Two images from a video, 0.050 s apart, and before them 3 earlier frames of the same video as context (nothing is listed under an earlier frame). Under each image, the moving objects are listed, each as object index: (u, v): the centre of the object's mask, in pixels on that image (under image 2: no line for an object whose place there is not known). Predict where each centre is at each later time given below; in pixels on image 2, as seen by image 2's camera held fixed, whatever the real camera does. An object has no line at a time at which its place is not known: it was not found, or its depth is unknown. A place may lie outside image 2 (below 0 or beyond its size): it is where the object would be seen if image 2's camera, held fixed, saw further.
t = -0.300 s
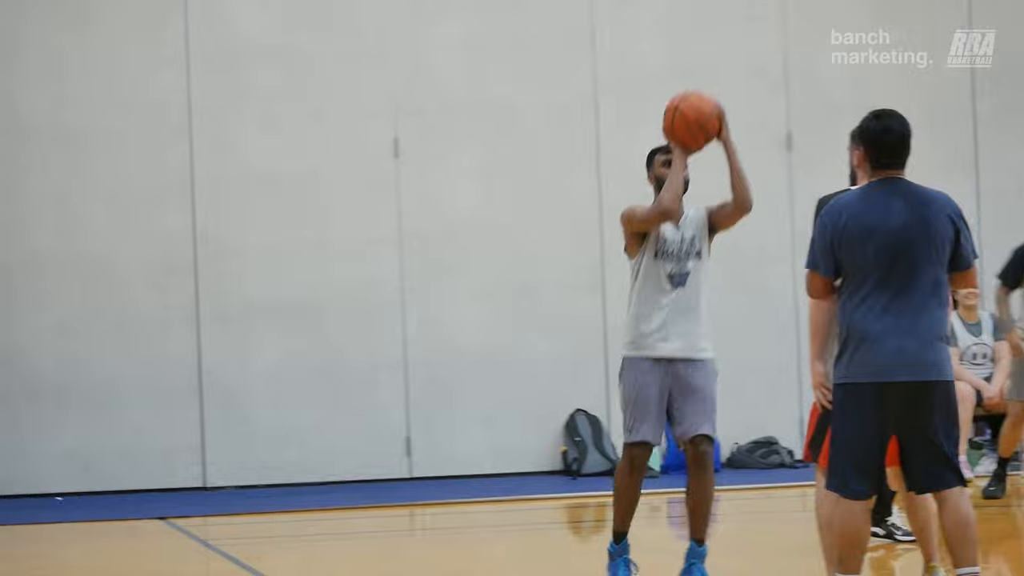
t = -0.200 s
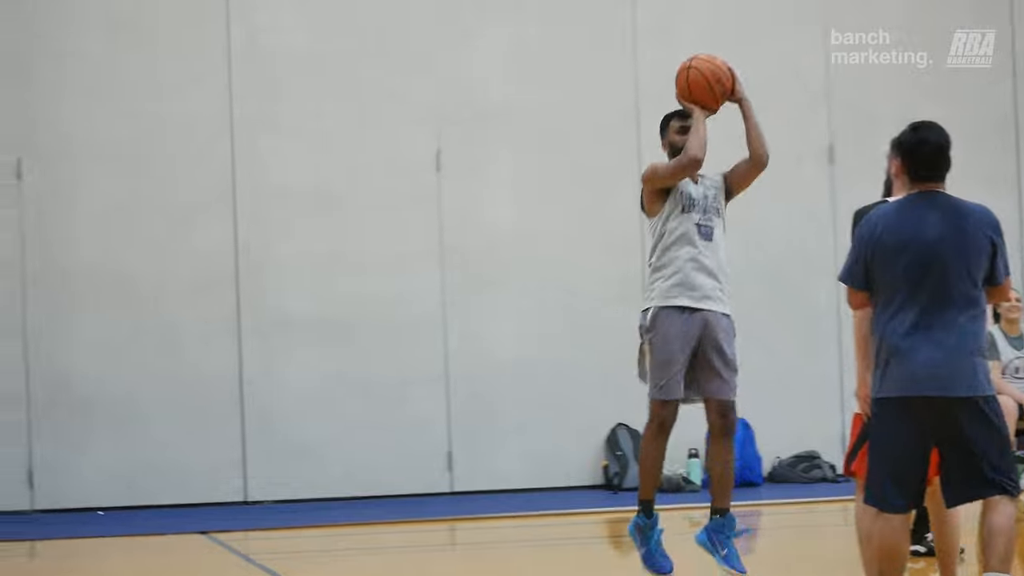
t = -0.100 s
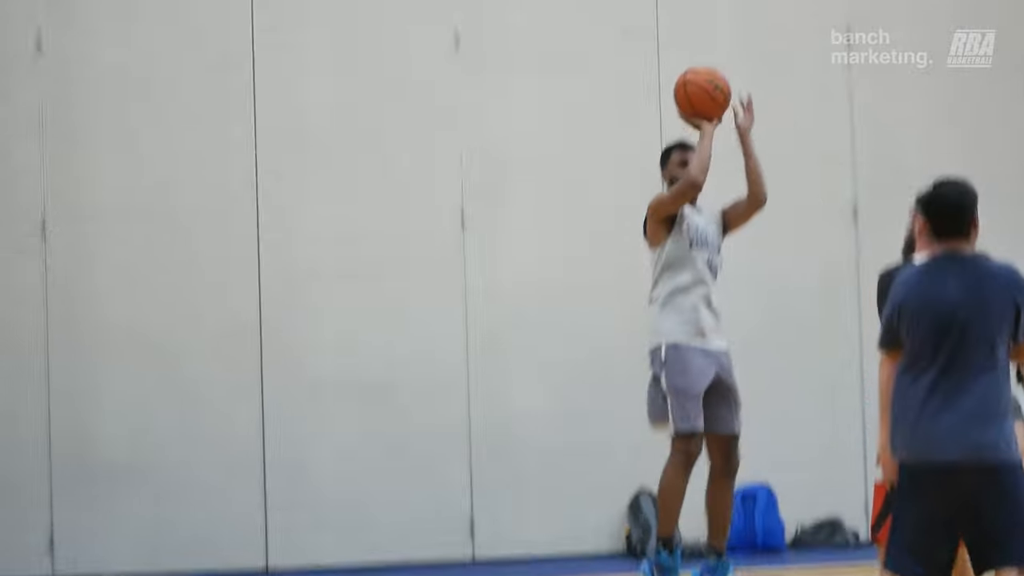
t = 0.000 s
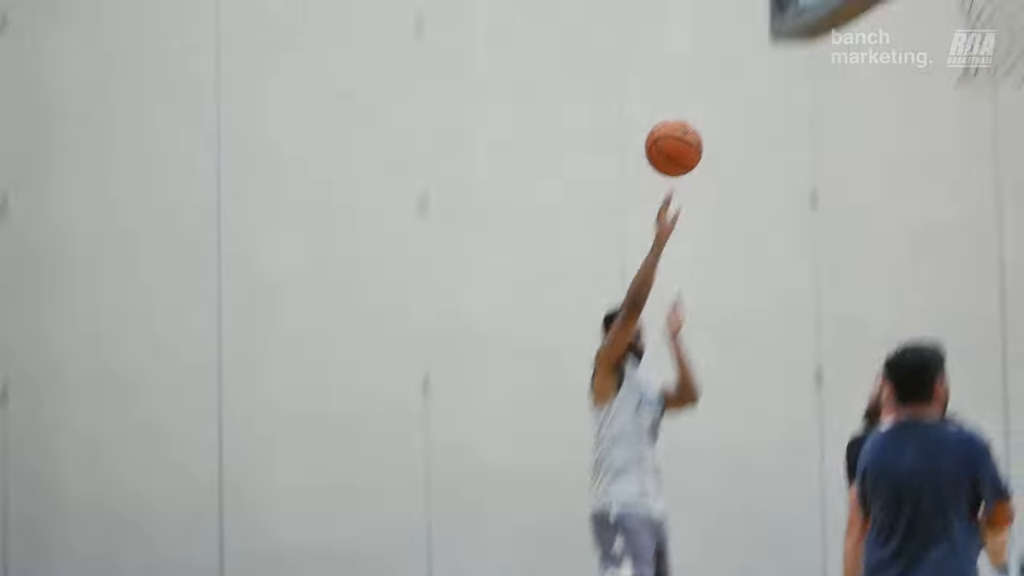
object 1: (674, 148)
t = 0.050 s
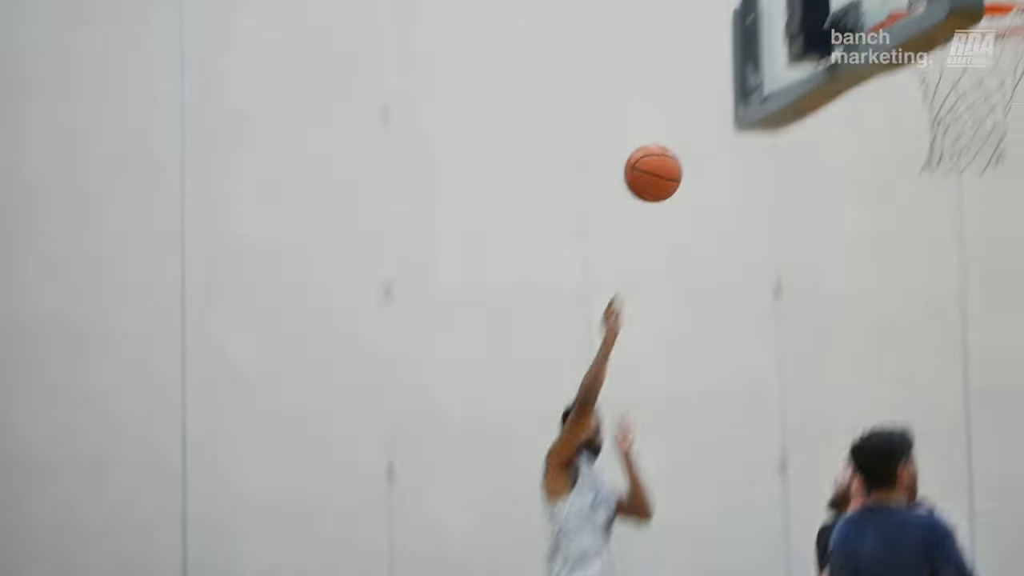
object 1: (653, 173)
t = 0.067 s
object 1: (657, 154)
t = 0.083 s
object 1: (662, 135)
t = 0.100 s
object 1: (666, 119)
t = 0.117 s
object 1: (670, 102)
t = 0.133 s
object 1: (674, 86)
